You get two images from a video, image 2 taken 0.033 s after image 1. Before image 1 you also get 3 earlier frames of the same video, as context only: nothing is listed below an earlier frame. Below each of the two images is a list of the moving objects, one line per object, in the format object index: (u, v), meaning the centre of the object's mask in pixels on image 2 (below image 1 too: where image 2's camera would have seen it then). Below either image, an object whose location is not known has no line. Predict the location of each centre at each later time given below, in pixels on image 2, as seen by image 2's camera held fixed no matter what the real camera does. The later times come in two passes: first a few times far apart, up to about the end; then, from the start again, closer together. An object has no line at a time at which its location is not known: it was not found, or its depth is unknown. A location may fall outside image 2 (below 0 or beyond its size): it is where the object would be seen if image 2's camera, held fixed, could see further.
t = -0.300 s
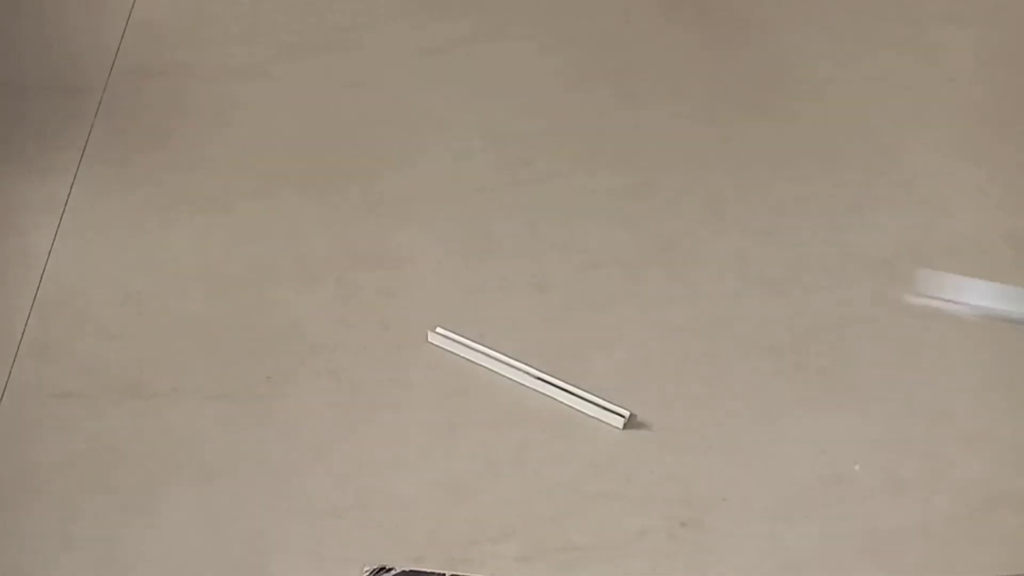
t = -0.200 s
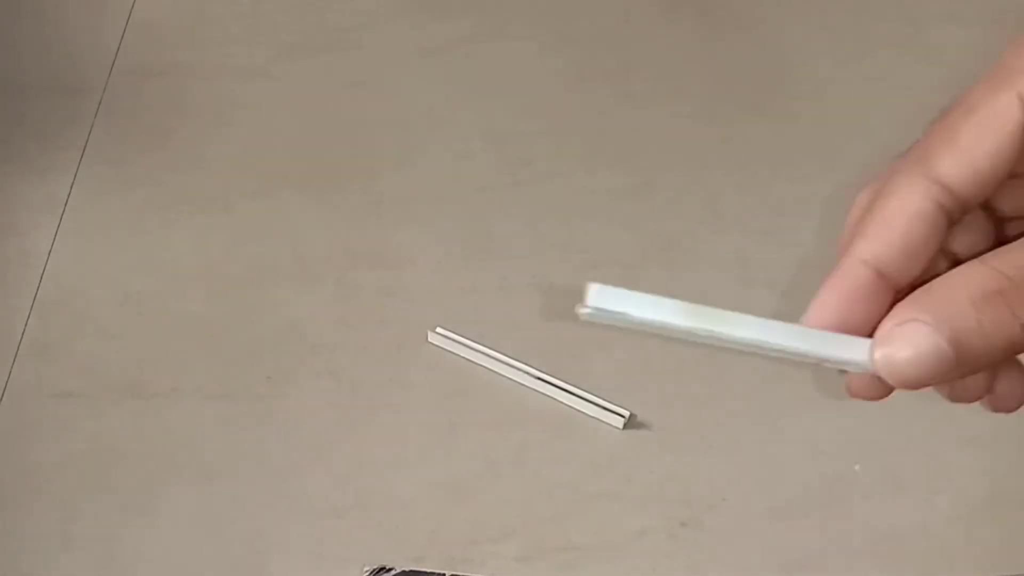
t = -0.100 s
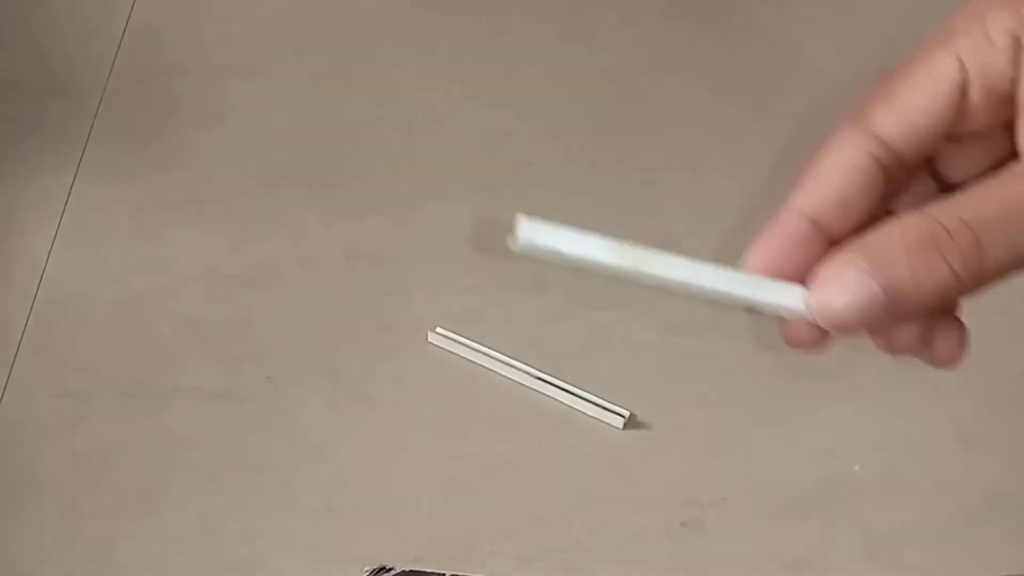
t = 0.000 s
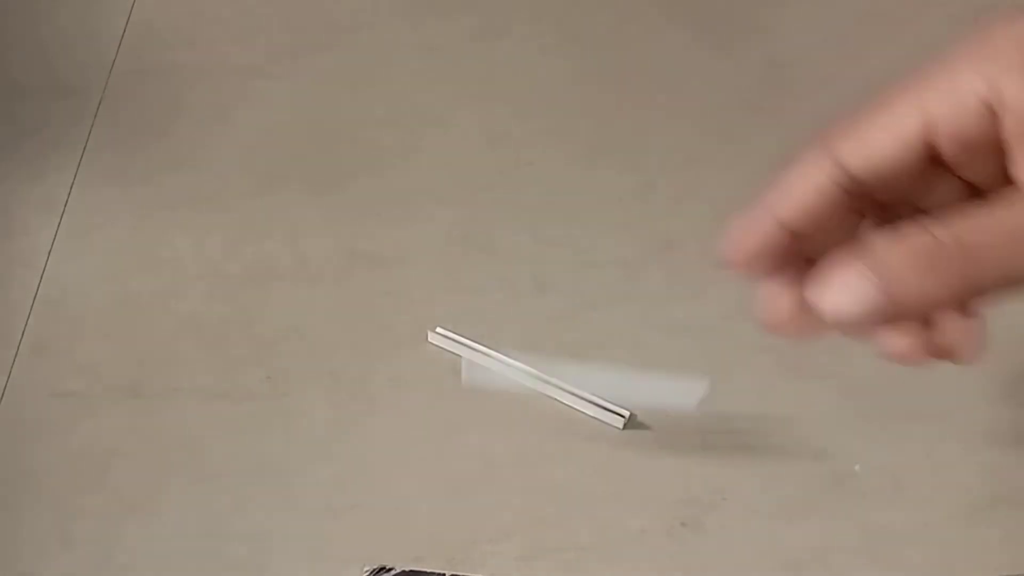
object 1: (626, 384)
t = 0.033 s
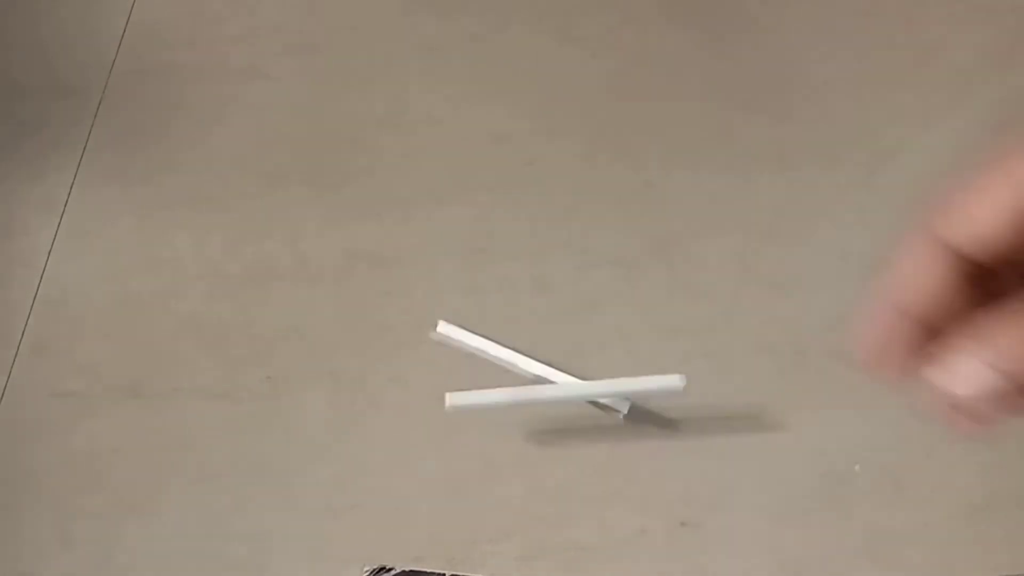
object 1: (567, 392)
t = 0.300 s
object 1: (547, 417)
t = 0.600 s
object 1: (547, 417)
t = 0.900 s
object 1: (547, 417)
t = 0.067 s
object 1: (537, 411)
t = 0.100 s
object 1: (543, 414)
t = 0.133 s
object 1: (548, 415)
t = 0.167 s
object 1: (547, 417)
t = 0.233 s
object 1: (547, 417)
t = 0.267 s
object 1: (547, 417)
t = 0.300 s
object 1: (547, 417)
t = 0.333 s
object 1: (547, 417)
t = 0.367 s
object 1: (547, 417)
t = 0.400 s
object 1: (547, 417)
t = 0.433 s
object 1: (547, 417)
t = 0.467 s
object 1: (547, 418)
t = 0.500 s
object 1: (547, 417)
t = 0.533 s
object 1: (547, 417)
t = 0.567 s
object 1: (547, 417)
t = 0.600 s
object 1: (547, 417)
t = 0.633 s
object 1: (547, 417)
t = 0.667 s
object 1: (547, 417)
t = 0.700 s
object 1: (547, 417)
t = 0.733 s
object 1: (547, 417)
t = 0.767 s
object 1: (547, 417)
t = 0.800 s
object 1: (547, 417)
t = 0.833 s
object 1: (547, 417)
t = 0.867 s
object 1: (547, 417)
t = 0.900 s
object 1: (547, 417)
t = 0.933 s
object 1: (547, 417)
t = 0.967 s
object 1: (547, 417)
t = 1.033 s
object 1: (547, 417)
